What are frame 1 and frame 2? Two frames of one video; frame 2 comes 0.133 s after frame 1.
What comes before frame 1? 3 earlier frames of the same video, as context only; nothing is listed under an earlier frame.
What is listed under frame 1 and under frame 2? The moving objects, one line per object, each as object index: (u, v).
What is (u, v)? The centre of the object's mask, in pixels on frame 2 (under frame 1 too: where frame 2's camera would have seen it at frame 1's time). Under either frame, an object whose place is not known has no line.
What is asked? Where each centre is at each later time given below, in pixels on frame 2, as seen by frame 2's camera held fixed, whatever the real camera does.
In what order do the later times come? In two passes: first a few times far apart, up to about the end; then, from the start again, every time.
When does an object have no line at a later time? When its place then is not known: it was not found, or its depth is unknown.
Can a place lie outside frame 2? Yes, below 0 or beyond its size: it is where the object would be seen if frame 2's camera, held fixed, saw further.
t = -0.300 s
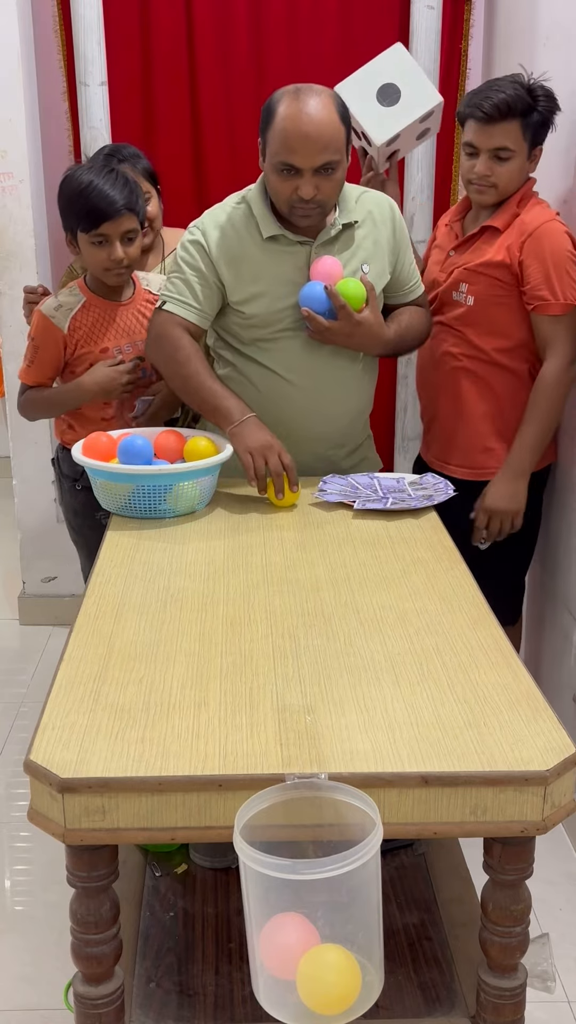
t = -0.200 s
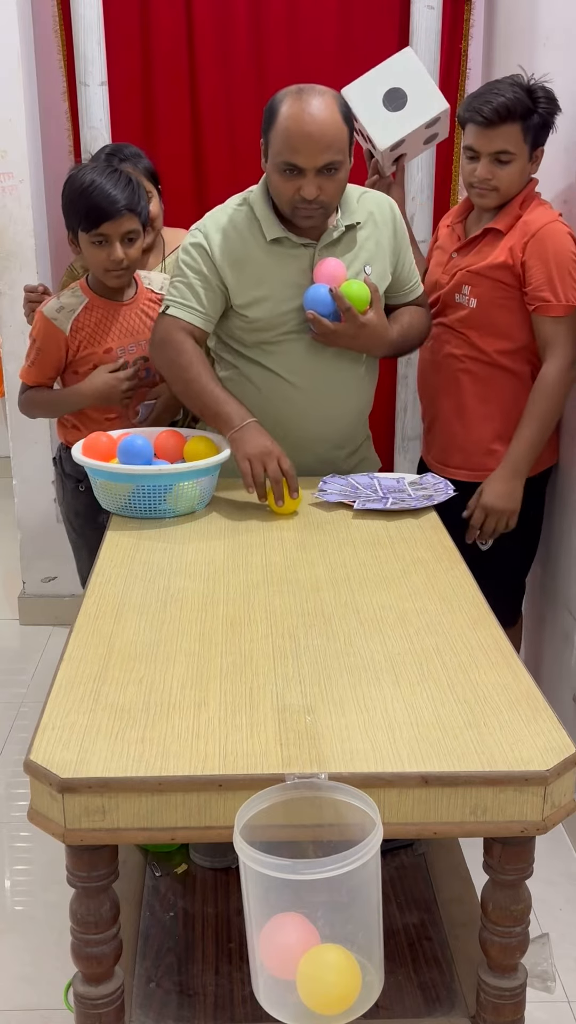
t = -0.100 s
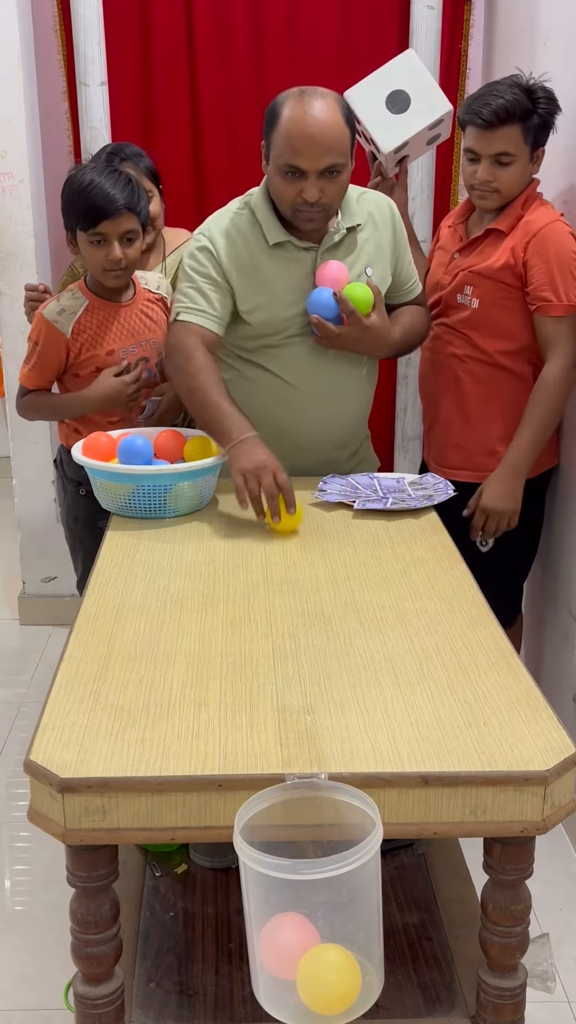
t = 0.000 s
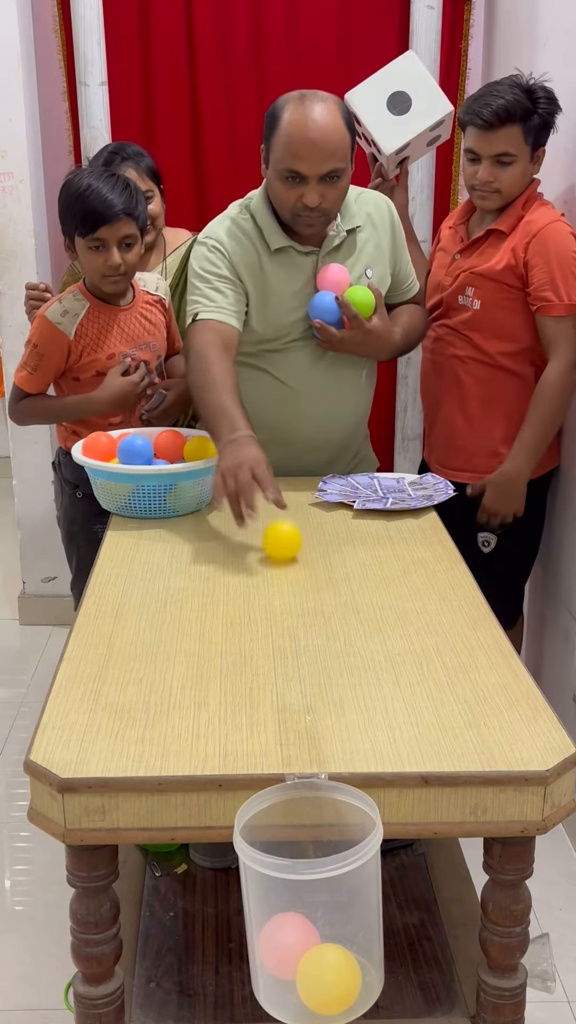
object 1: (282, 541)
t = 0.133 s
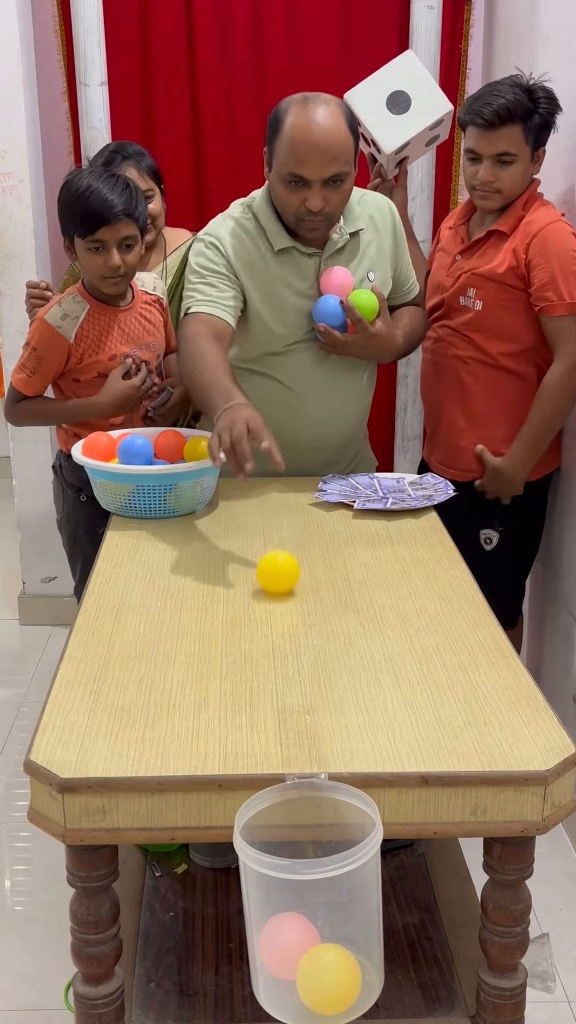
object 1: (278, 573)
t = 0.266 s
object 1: (273, 601)
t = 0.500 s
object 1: (264, 657)
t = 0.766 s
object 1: (250, 738)
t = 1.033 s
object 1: (207, 884)
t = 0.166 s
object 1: (276, 580)
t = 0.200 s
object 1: (275, 587)
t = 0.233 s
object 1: (274, 593)
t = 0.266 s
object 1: (273, 601)
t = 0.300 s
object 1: (272, 609)
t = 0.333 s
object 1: (271, 616)
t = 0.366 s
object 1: (270, 624)
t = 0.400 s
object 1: (268, 632)
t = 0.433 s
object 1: (267, 640)
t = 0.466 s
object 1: (265, 649)
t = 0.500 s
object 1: (264, 657)
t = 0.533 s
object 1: (262, 667)
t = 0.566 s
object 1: (261, 676)
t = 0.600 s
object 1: (260, 686)
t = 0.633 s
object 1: (258, 696)
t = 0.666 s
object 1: (256, 706)
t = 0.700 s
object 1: (254, 716)
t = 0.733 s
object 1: (253, 726)
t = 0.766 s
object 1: (250, 738)
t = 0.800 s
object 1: (247, 750)
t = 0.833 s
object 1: (245, 768)
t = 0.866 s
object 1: (240, 776)
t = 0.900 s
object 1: (234, 791)
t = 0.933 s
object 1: (228, 803)
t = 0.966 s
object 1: (221, 820)
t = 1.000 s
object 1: (214, 846)
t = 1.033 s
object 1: (207, 884)
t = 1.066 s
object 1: (201, 931)
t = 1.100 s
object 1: (195, 981)
